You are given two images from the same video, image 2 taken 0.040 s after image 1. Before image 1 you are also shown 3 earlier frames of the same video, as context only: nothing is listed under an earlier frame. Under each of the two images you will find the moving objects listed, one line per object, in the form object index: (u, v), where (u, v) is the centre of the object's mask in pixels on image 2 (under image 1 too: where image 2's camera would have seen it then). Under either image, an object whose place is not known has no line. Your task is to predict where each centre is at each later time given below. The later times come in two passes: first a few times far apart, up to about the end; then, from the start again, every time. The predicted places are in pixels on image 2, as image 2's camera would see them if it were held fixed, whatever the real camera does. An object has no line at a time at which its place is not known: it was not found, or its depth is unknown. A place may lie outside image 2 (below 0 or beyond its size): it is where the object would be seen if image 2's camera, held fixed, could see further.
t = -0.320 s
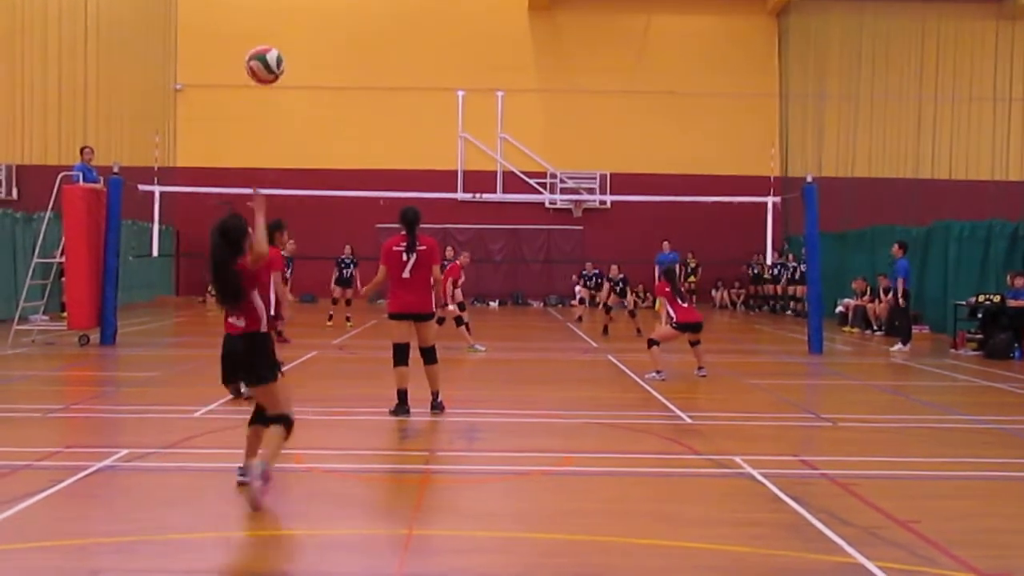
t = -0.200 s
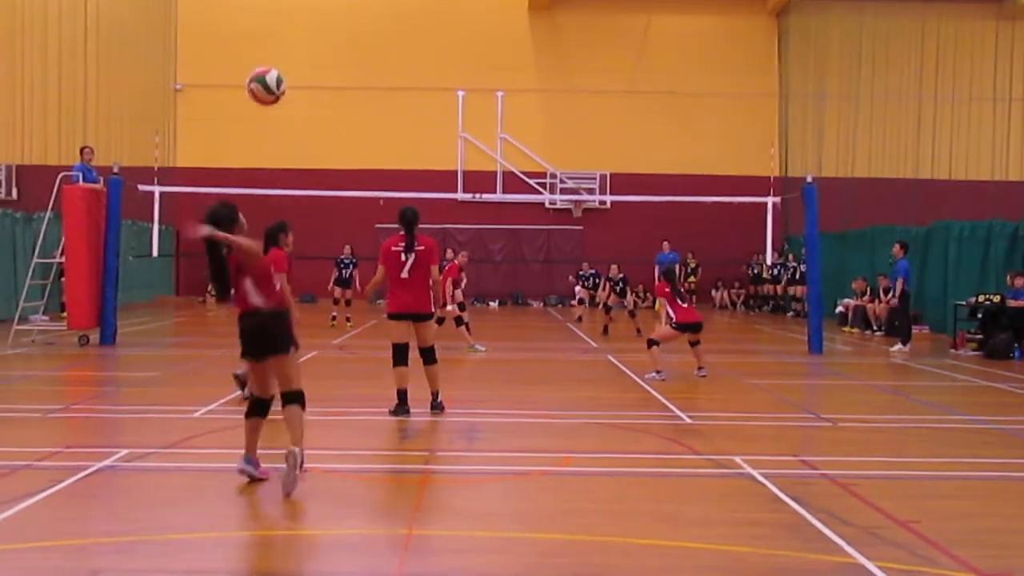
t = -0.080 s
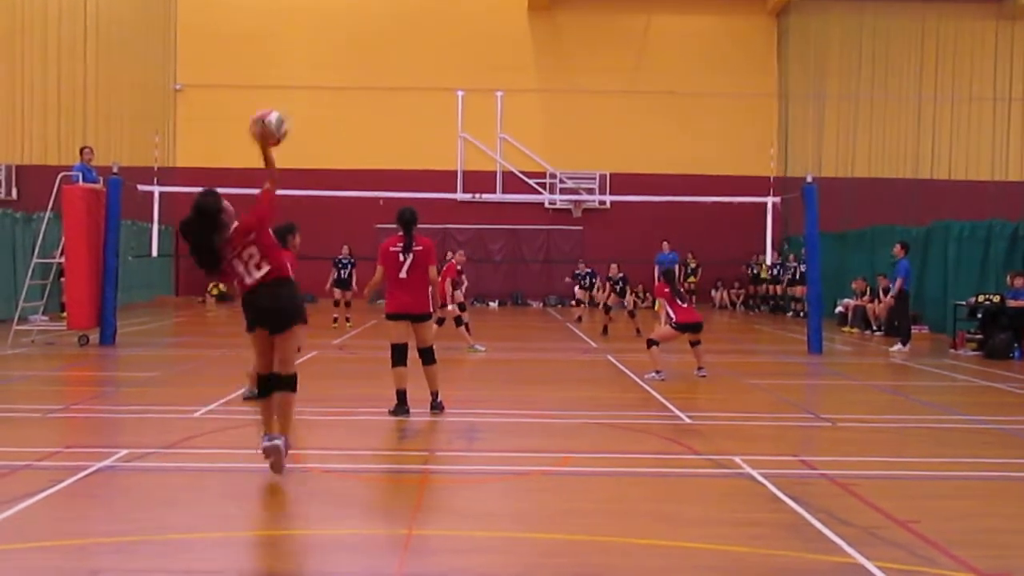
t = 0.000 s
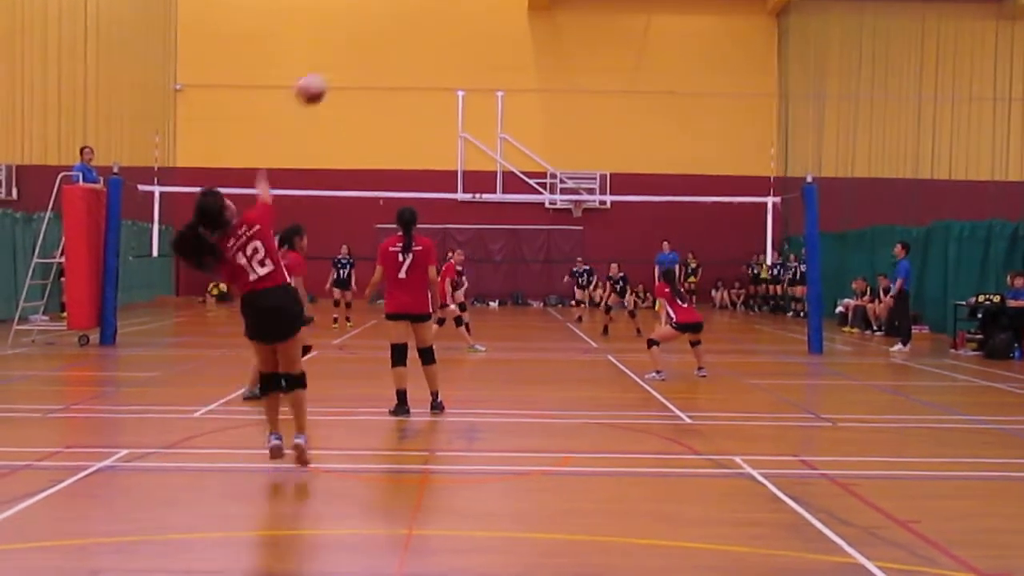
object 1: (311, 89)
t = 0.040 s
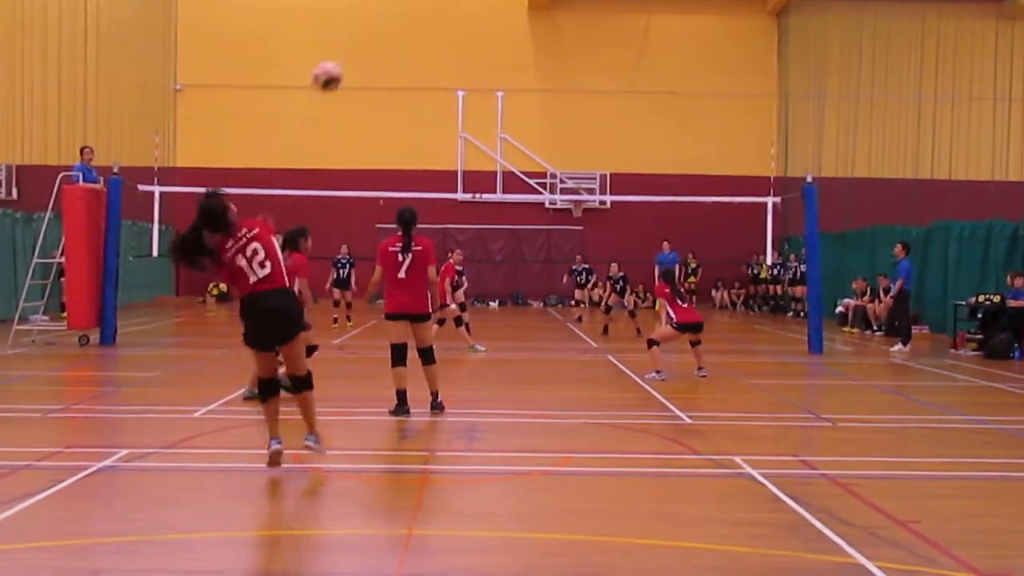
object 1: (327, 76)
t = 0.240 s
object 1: (388, 65)
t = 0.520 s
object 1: (439, 112)
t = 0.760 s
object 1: (460, 173)
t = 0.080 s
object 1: (343, 68)
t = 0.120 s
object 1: (355, 64)
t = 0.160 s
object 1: (366, 63)
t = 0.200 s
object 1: (377, 63)
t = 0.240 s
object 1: (388, 65)
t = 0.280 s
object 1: (397, 69)
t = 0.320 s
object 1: (406, 74)
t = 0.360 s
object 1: (414, 80)
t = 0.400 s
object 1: (421, 87)
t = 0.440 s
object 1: (427, 94)
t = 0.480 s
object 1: (434, 103)
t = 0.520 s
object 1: (439, 112)
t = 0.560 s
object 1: (443, 121)
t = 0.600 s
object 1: (447, 131)
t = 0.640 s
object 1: (451, 140)
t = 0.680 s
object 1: (455, 149)
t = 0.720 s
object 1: (458, 161)
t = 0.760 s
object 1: (460, 173)
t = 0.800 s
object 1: (462, 184)
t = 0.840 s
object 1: (465, 196)
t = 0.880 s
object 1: (467, 208)
